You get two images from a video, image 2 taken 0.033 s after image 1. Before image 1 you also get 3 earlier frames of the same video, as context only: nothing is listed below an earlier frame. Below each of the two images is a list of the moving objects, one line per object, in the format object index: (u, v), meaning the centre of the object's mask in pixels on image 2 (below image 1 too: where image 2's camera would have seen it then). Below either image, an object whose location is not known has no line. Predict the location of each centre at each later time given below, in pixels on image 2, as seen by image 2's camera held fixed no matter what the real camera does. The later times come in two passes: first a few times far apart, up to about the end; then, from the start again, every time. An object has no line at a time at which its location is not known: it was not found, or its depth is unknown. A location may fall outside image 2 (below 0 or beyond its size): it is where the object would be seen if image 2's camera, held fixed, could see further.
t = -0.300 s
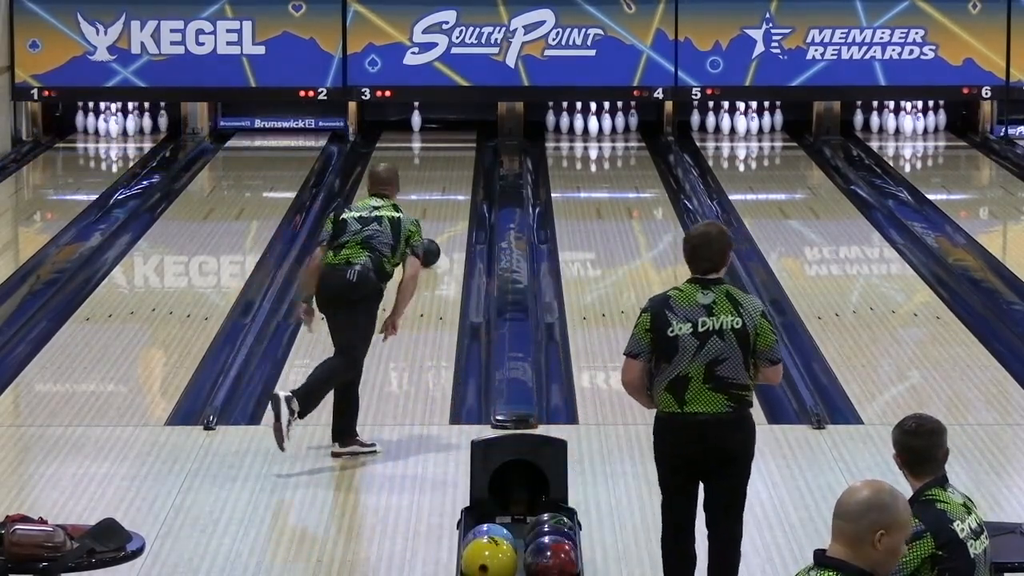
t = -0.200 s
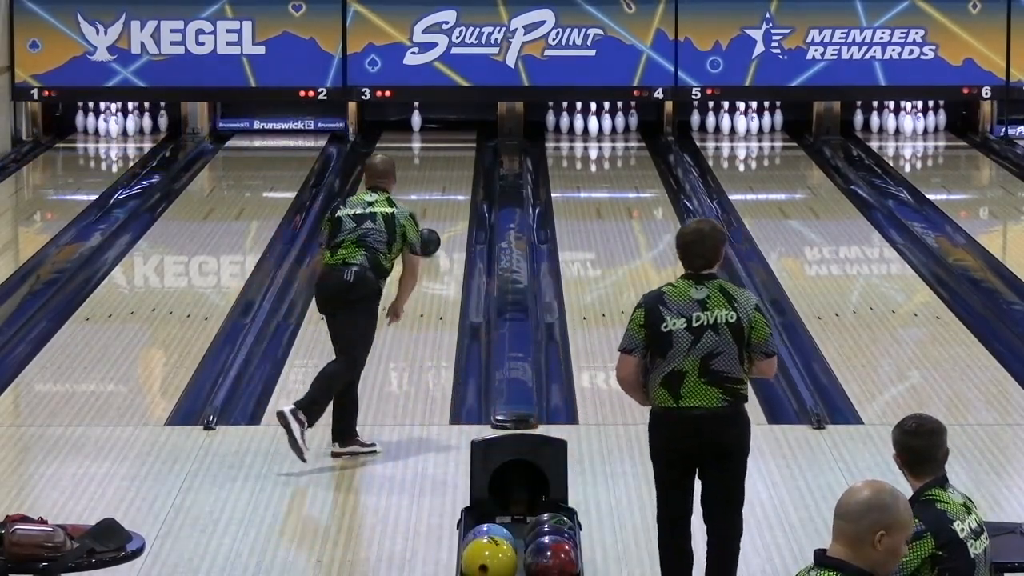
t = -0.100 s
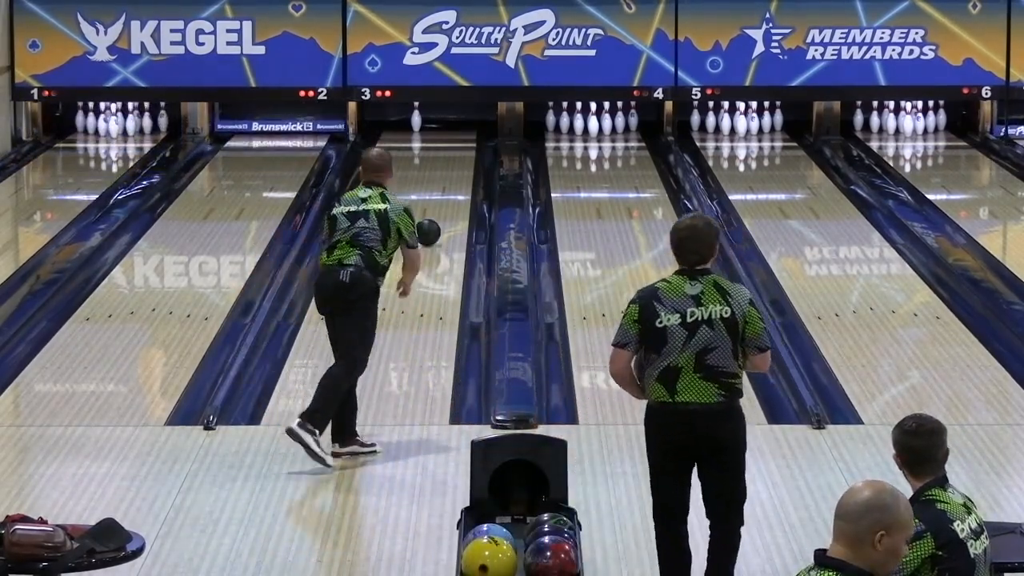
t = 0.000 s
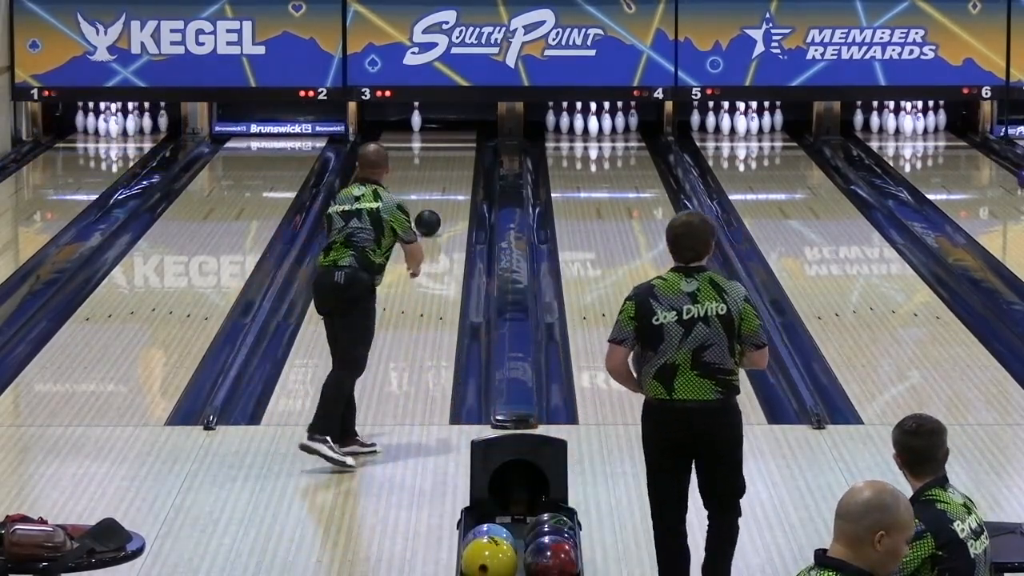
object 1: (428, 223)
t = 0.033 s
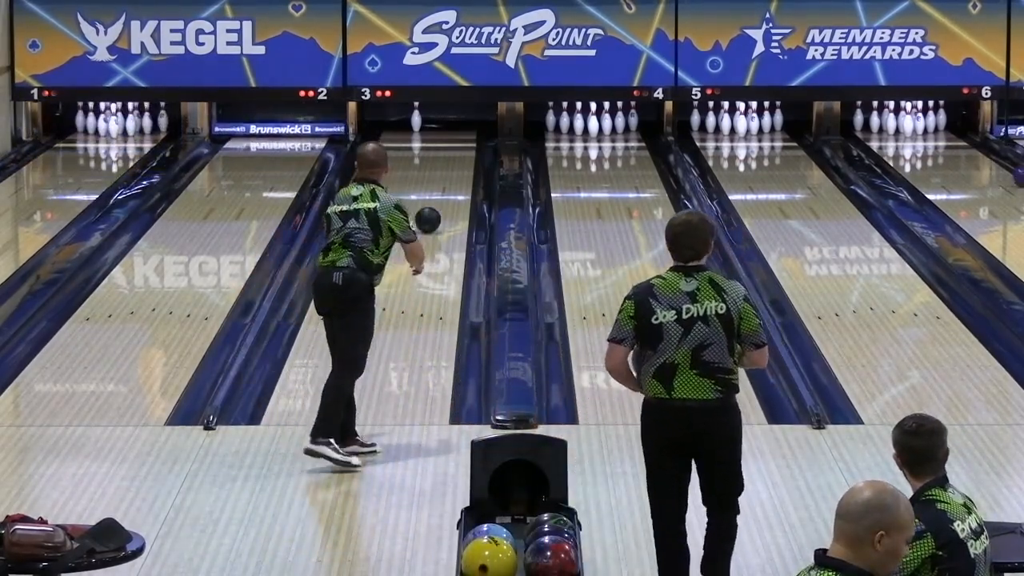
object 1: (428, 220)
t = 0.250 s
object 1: (428, 202)
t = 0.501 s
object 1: (427, 182)
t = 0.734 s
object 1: (425, 167)
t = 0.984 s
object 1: (421, 152)
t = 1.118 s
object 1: (418, 144)
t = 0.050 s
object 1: (427, 218)
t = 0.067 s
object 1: (427, 217)
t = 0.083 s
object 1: (428, 215)
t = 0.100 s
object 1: (428, 214)
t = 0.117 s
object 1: (428, 212)
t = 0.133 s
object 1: (428, 211)
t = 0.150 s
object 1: (428, 210)
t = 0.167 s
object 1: (428, 208)
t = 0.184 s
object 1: (428, 207)
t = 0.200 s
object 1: (428, 205)
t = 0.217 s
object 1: (428, 204)
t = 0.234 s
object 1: (428, 203)
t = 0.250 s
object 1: (428, 202)
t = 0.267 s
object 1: (427, 200)
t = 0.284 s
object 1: (428, 199)
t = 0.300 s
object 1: (428, 198)
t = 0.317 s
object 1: (427, 196)
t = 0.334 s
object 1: (427, 195)
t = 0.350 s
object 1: (427, 194)
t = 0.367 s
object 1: (427, 192)
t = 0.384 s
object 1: (427, 191)
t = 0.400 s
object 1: (427, 190)
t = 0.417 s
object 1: (427, 189)
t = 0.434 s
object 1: (427, 187)
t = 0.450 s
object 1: (427, 186)
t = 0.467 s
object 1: (427, 185)
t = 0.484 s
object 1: (427, 183)
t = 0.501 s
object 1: (427, 182)
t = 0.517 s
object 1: (427, 181)
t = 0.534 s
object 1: (427, 180)
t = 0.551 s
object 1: (427, 179)
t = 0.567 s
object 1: (427, 178)
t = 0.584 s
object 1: (427, 177)
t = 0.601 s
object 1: (427, 176)
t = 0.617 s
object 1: (426, 174)
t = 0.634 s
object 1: (426, 173)
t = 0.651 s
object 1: (426, 172)
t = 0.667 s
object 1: (426, 171)
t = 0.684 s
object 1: (426, 170)
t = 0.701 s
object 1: (426, 169)
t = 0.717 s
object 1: (426, 168)
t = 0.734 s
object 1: (425, 167)
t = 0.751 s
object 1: (425, 165)
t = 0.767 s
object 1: (425, 165)
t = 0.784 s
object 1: (425, 163)
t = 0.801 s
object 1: (424, 163)
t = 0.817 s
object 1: (424, 162)
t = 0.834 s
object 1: (424, 161)
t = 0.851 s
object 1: (424, 159)
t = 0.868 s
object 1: (424, 159)
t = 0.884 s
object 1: (423, 158)
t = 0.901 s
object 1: (423, 156)
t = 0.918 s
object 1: (422, 155)
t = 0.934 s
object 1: (422, 154)
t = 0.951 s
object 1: (422, 154)
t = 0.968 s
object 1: (421, 152)
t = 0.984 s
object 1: (421, 152)
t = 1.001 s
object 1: (421, 151)
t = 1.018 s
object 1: (421, 150)
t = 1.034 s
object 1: (420, 149)
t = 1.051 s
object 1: (420, 148)
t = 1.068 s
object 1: (419, 148)
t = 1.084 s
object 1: (419, 146)
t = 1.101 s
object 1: (418, 146)
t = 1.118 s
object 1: (418, 144)
